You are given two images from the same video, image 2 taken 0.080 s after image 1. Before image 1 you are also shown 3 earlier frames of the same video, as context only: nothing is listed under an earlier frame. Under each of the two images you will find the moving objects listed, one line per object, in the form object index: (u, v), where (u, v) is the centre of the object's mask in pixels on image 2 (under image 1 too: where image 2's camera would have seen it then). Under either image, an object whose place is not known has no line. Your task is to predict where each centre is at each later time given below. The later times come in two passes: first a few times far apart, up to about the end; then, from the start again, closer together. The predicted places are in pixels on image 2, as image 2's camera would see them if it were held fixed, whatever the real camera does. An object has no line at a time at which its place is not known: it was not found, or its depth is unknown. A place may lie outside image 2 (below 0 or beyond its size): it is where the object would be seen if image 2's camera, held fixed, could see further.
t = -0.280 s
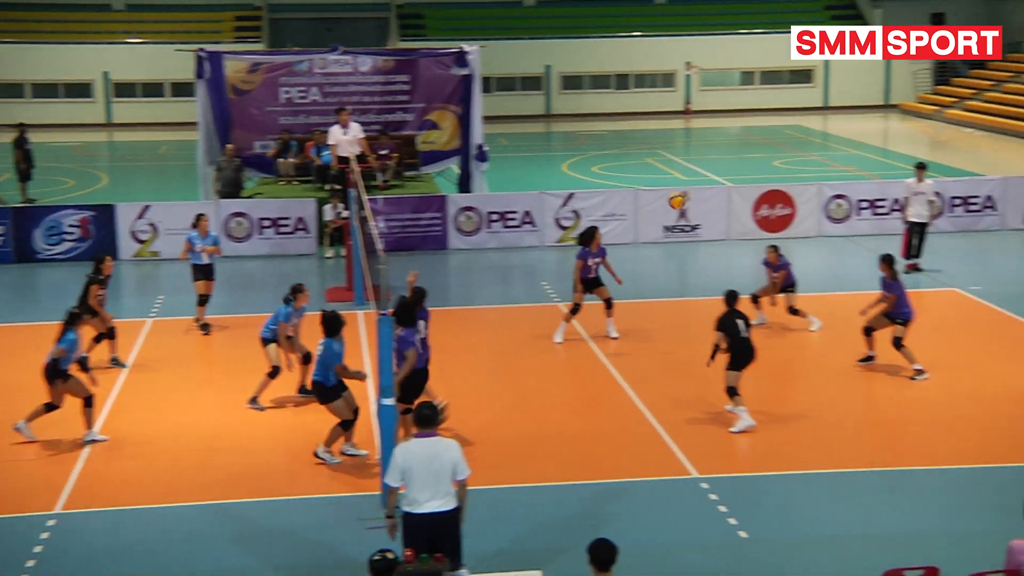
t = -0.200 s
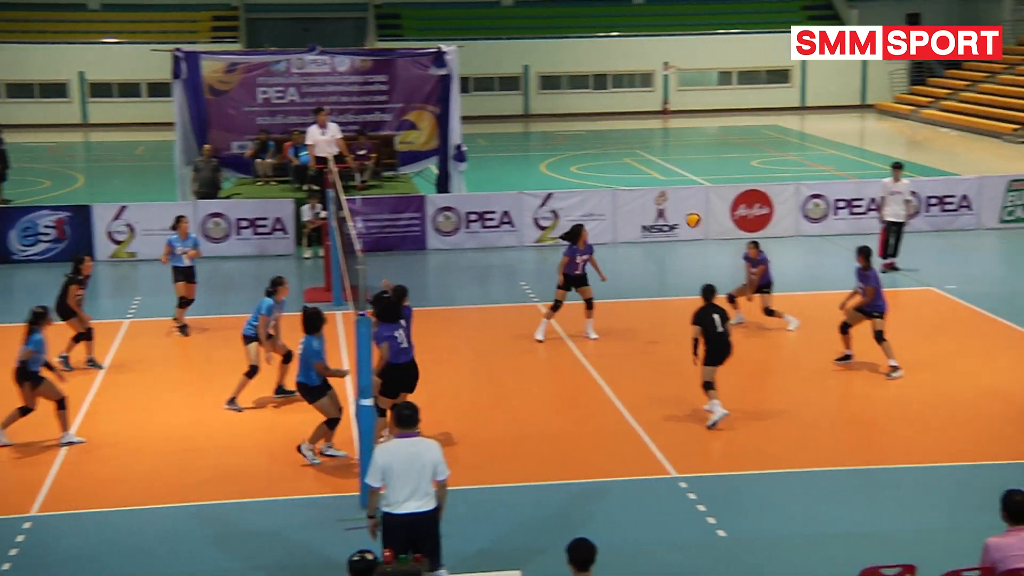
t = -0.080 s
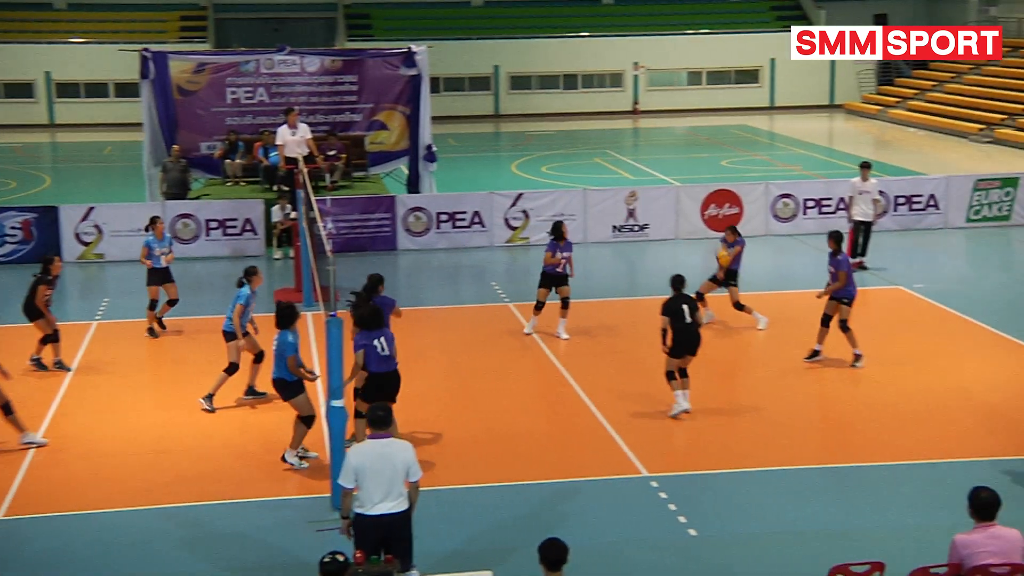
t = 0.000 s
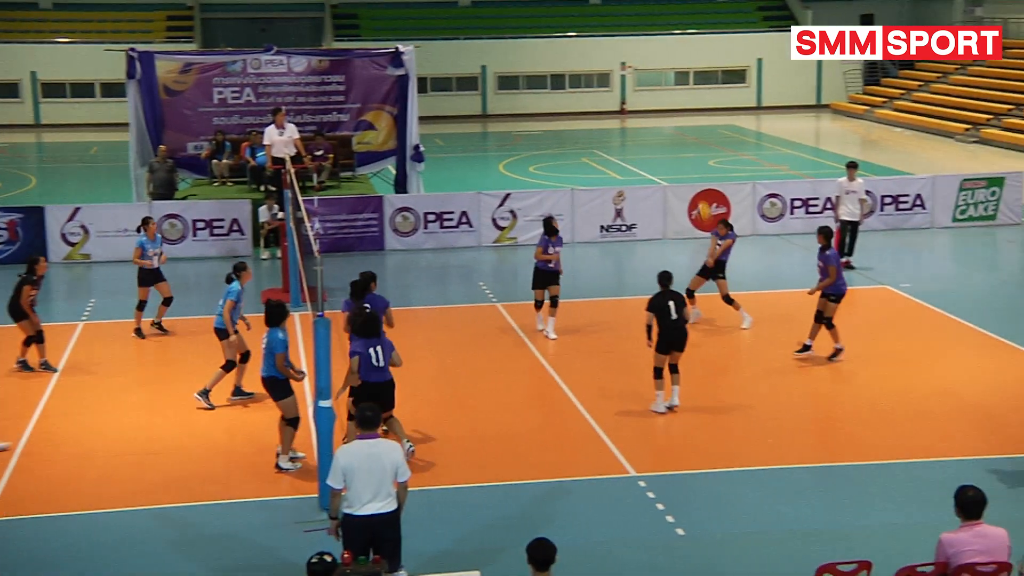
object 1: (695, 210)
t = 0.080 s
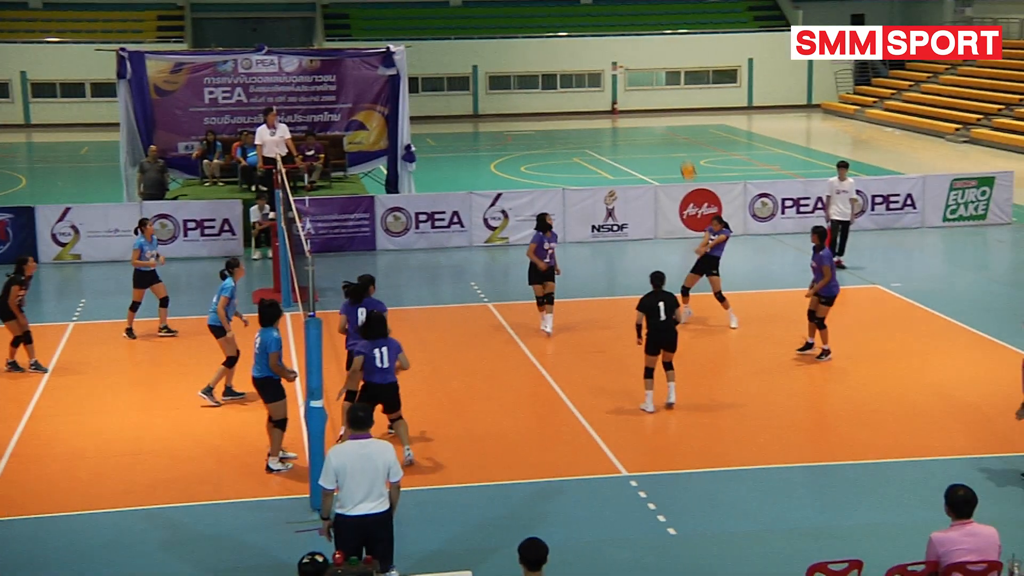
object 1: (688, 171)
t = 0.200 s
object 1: (677, 116)
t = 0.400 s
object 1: (658, 42)
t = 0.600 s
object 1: (641, 8)
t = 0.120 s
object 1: (684, 152)
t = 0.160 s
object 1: (681, 134)
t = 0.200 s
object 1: (677, 116)
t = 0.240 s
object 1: (673, 101)
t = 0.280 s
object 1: (670, 85)
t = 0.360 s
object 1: (661, 53)
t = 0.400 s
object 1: (658, 42)
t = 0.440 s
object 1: (655, 33)
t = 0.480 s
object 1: (652, 25)
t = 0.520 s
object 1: (648, 18)
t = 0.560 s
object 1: (645, 12)
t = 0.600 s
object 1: (641, 8)
